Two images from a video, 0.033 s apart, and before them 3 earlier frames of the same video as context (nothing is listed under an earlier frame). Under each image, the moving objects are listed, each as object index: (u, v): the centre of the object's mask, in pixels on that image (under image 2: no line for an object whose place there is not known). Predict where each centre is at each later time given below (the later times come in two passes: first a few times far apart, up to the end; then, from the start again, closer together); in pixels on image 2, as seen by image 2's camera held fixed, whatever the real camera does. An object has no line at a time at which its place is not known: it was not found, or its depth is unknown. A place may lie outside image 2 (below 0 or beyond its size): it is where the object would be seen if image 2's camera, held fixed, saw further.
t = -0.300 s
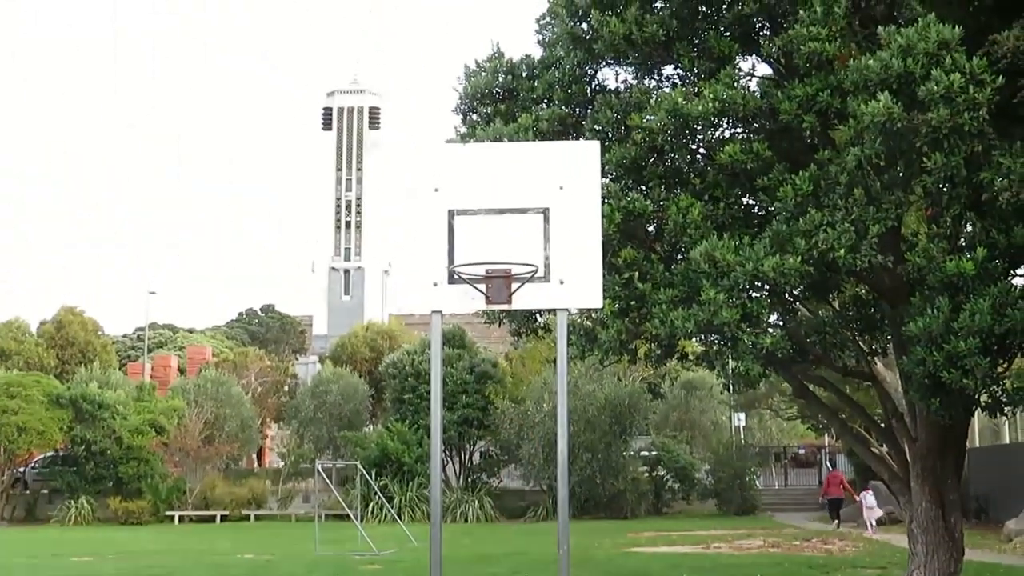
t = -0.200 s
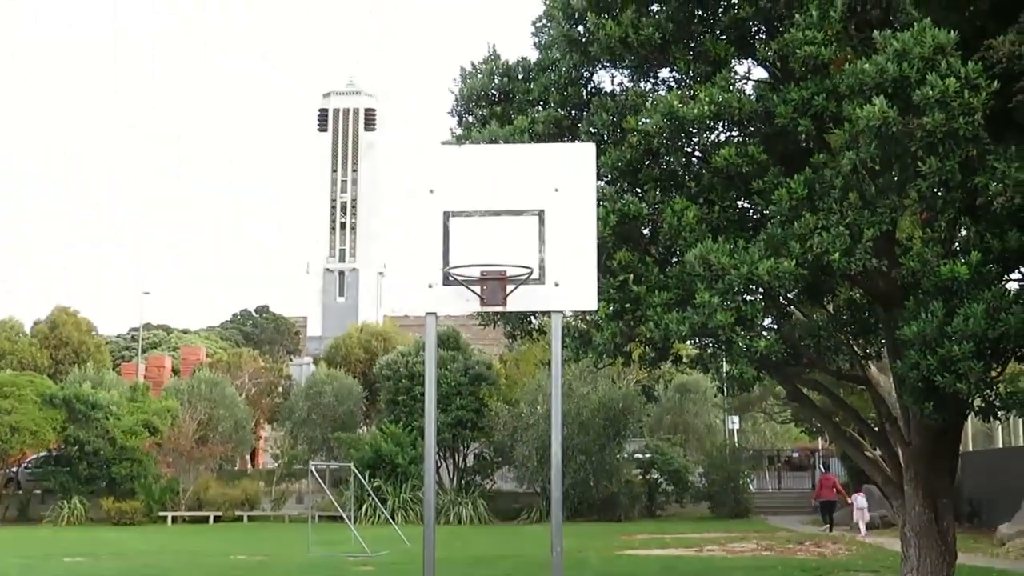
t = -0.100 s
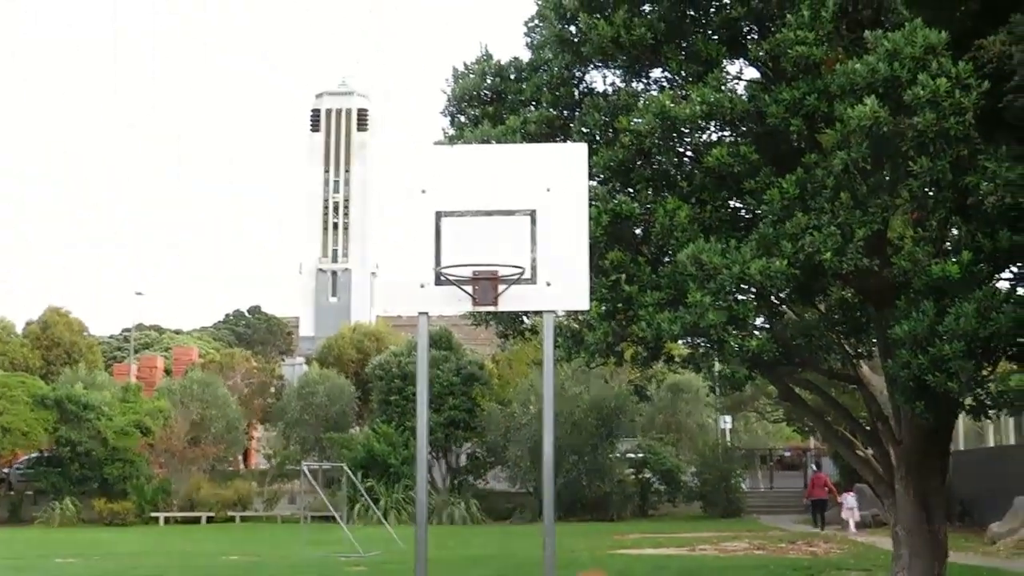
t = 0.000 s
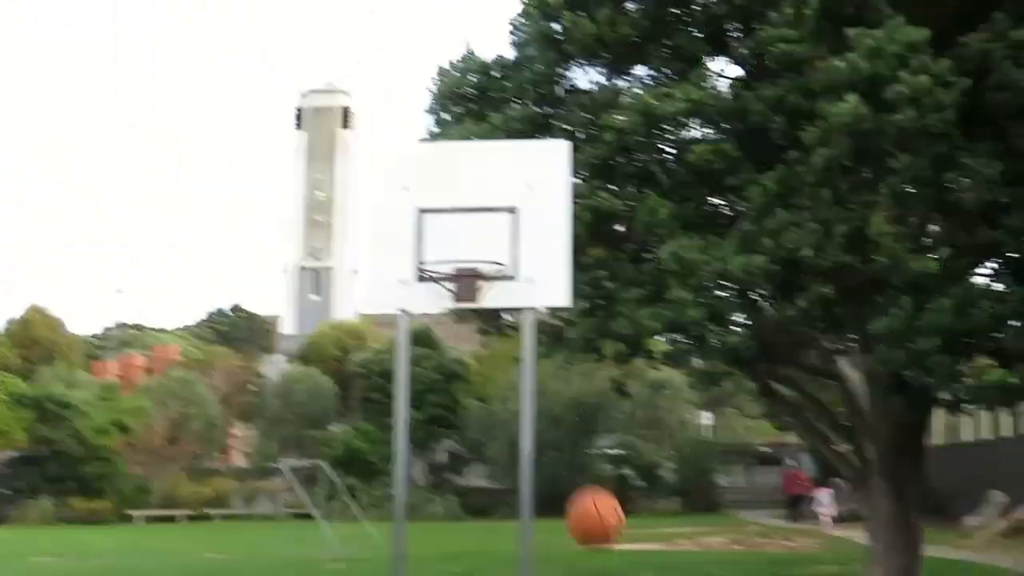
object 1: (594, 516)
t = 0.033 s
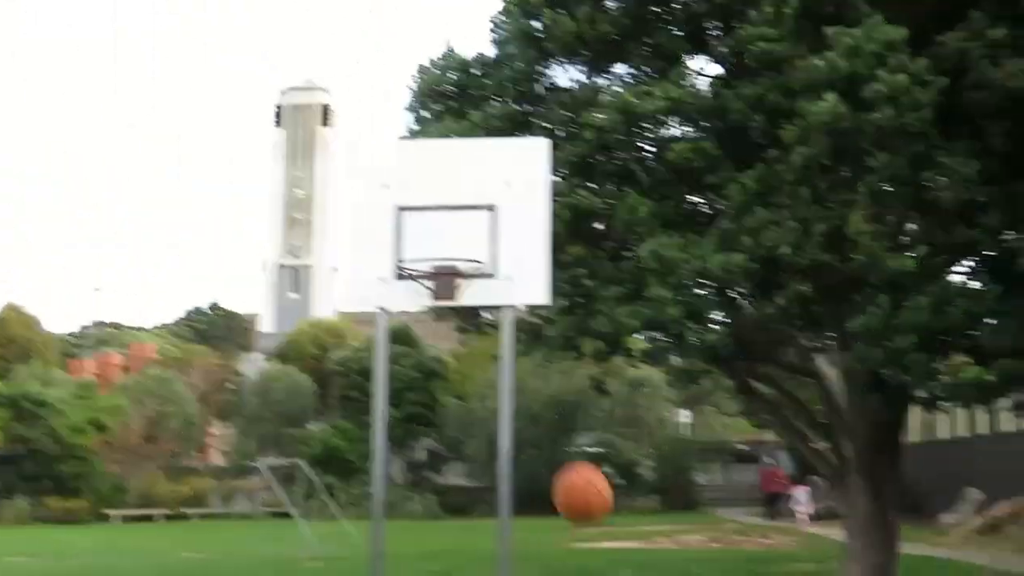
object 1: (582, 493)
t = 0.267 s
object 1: (650, 397)
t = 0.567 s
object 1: (764, 473)
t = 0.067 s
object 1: (591, 474)
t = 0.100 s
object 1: (600, 455)
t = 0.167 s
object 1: (619, 424)
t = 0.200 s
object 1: (630, 413)
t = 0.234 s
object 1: (639, 404)
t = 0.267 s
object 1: (650, 397)
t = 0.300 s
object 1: (661, 393)
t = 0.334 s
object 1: (673, 391)
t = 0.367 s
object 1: (684, 393)
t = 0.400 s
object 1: (695, 398)
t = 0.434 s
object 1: (709, 406)
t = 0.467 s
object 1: (721, 416)
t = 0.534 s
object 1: (749, 450)
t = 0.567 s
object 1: (764, 473)
